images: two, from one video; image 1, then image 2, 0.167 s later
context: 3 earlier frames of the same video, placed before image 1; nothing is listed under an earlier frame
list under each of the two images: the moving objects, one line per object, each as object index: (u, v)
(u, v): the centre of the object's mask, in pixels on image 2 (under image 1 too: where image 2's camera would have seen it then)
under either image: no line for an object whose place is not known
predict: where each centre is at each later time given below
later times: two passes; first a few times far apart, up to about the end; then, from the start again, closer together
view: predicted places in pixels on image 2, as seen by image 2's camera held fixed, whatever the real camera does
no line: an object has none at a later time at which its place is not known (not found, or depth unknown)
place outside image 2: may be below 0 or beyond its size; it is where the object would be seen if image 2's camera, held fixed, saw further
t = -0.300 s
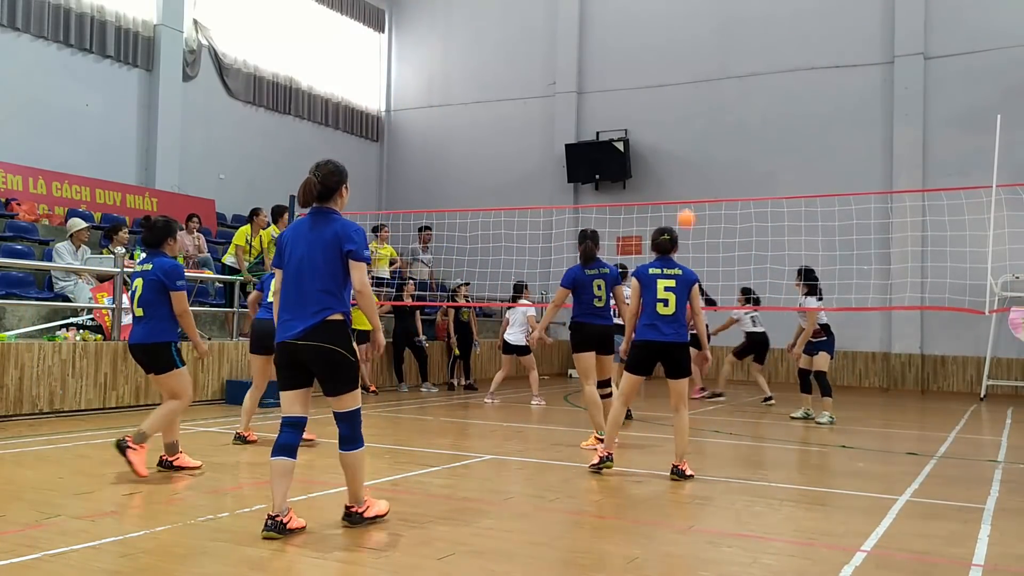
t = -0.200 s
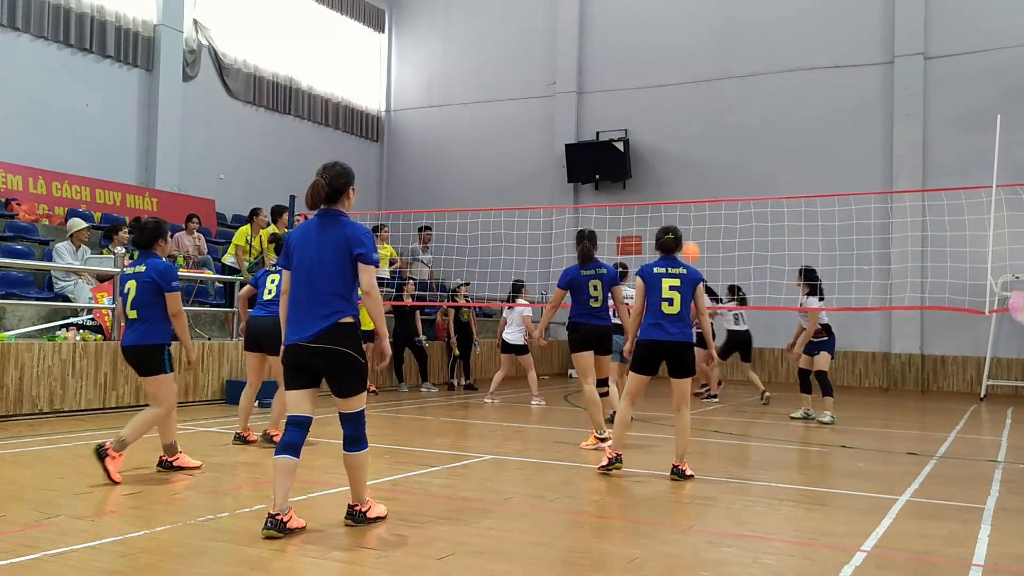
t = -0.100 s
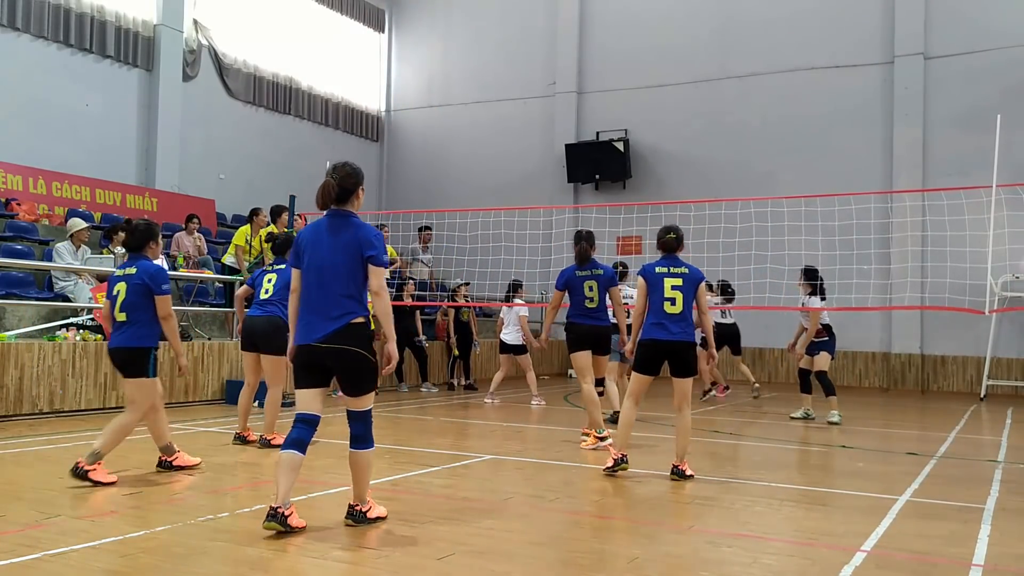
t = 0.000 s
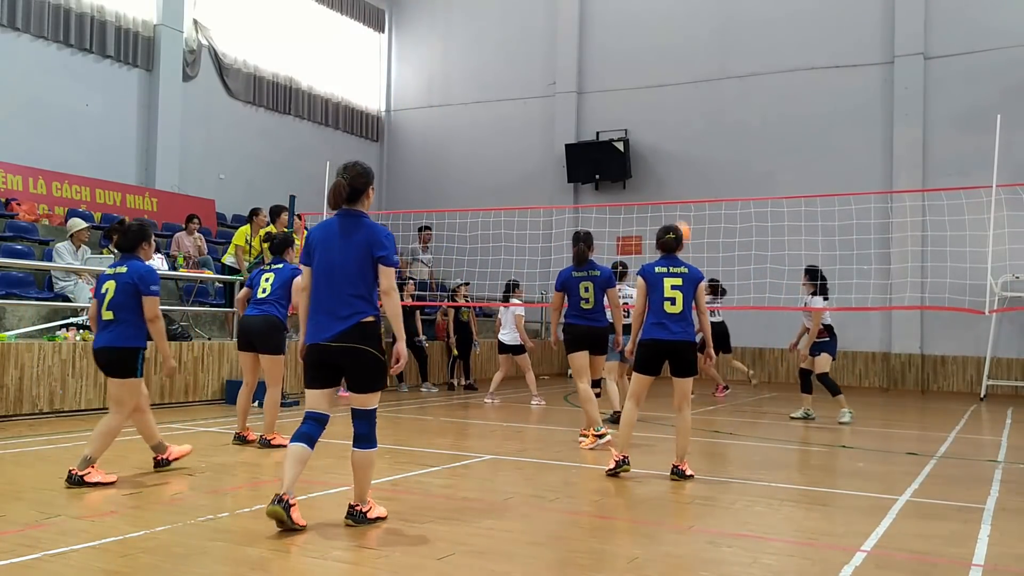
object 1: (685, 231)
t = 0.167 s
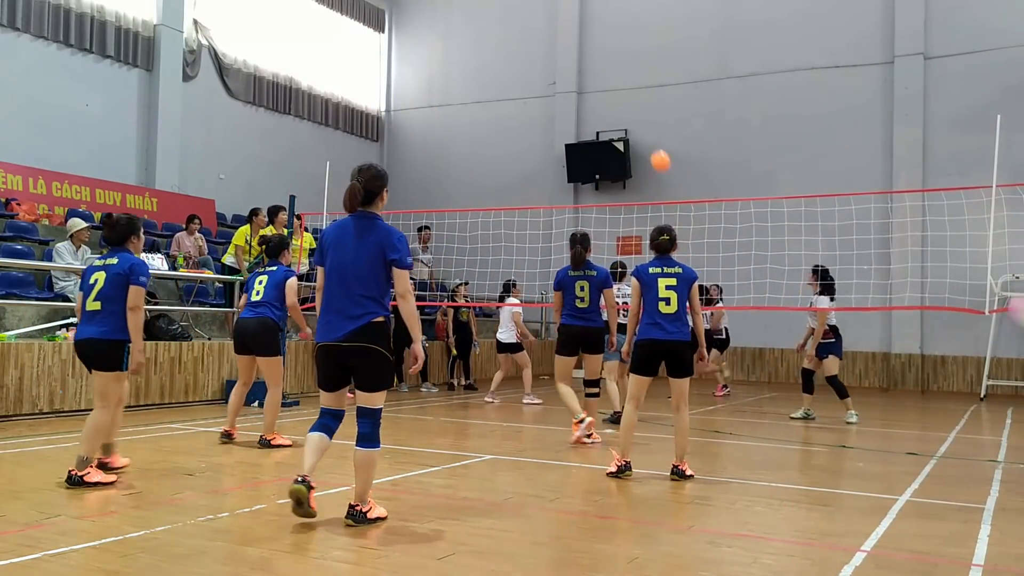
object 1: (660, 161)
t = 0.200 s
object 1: (656, 149)
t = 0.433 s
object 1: (627, 87)
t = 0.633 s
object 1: (600, 68)
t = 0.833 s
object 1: (572, 80)
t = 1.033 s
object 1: (542, 127)
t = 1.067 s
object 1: (537, 138)
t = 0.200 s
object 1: (656, 149)
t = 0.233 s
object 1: (652, 137)
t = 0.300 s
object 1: (644, 117)
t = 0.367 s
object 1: (635, 101)
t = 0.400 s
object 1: (631, 93)
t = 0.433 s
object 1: (627, 87)
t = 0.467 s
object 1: (623, 82)
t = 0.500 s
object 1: (618, 77)
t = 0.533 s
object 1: (614, 73)
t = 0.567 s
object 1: (609, 71)
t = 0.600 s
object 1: (605, 69)
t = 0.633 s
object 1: (600, 68)
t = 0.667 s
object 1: (596, 67)
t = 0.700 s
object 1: (591, 68)
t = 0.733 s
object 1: (587, 70)
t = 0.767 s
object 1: (582, 72)
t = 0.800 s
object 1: (577, 76)
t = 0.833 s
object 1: (572, 80)
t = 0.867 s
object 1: (567, 86)
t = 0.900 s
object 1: (562, 92)
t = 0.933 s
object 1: (558, 99)
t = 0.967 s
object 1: (552, 107)
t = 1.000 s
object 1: (547, 117)
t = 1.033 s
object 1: (542, 127)
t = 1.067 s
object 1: (537, 138)
